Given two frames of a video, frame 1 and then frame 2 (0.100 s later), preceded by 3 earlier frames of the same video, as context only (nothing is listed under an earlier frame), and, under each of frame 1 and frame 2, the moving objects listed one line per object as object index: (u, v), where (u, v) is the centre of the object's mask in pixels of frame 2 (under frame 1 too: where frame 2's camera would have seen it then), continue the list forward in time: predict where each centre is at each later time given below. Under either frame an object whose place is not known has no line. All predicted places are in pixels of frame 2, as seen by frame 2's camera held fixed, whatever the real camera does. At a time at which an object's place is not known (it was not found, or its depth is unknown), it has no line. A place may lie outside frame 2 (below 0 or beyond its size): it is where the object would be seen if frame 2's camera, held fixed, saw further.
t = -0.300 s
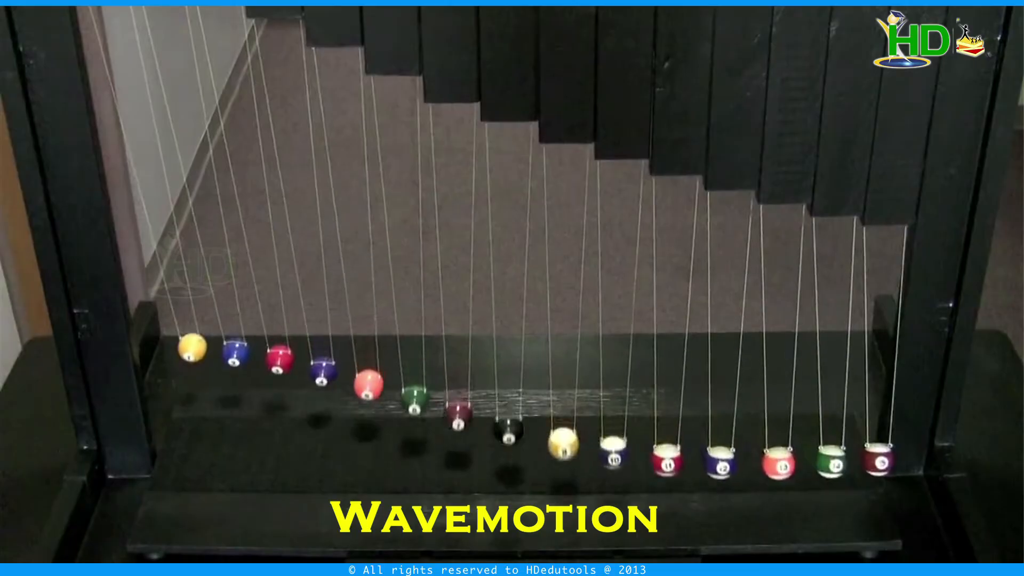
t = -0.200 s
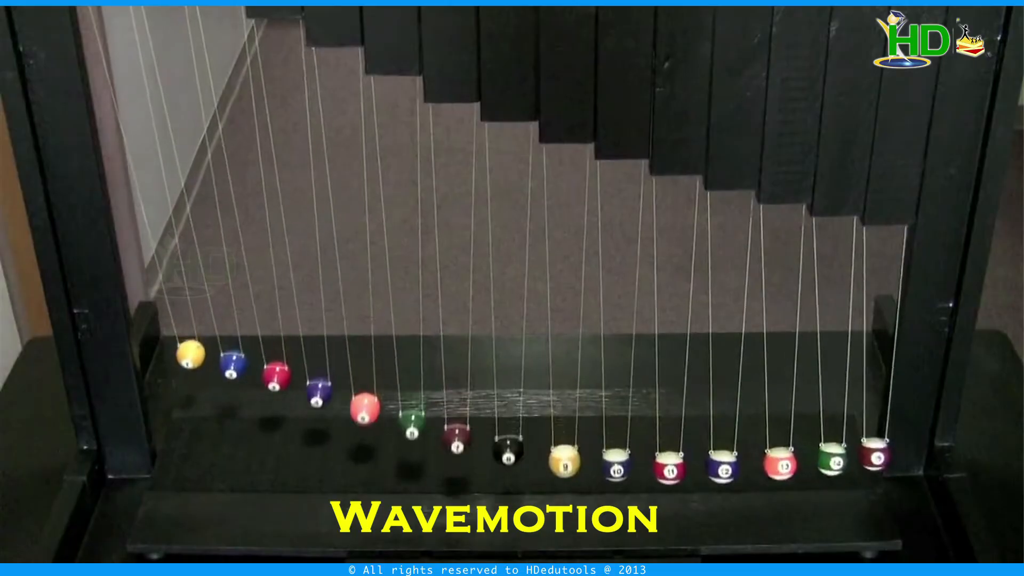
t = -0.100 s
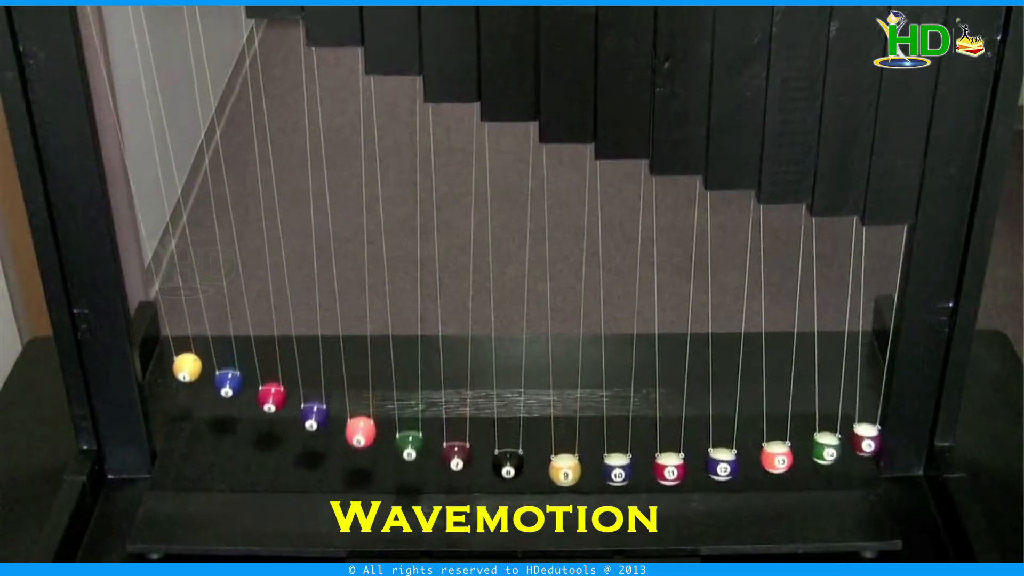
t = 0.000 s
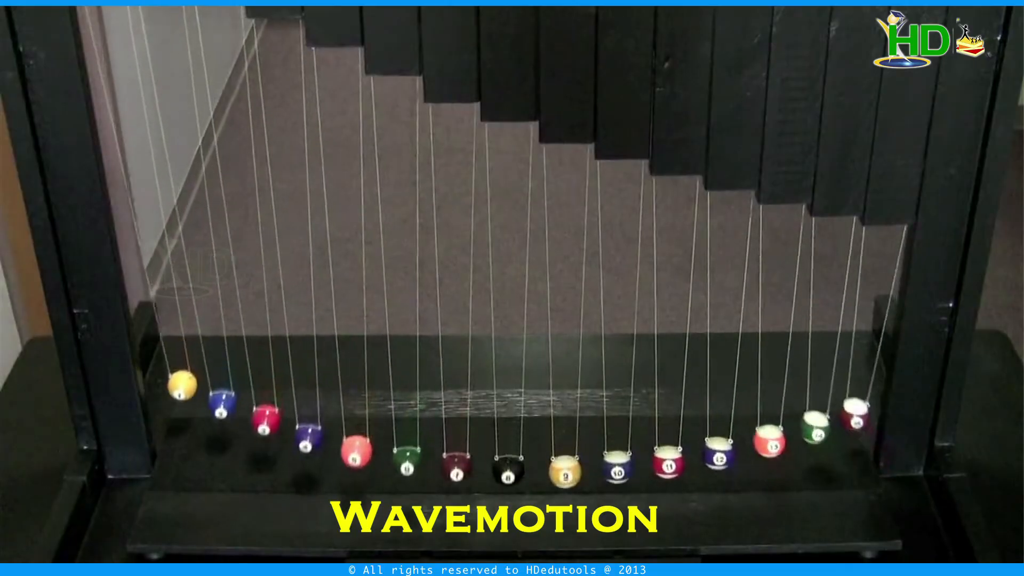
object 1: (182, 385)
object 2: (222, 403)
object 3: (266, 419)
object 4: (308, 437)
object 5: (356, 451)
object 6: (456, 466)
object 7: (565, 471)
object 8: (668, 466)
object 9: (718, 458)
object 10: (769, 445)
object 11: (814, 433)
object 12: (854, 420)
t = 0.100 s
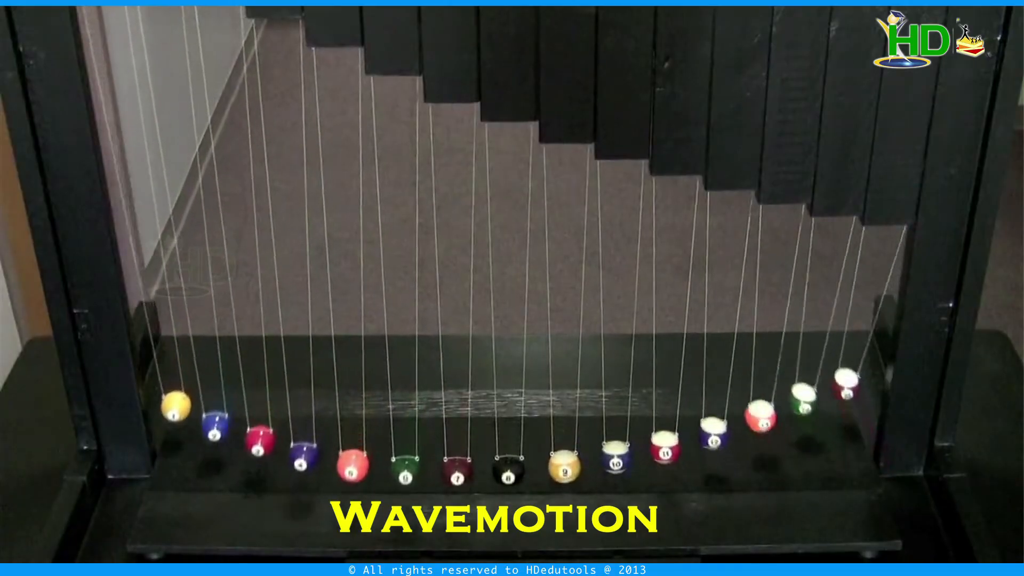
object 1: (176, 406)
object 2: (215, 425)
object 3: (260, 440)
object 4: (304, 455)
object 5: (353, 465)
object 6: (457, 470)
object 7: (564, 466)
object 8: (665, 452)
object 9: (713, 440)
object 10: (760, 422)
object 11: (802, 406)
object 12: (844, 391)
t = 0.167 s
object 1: (171, 420)
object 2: (210, 439)
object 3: (256, 452)
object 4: (302, 465)
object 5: (351, 471)
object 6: (458, 469)
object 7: (563, 458)
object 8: (662, 437)
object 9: (710, 423)
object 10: (754, 403)
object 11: (794, 387)
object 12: (840, 373)
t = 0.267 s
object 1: (164, 440)
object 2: (204, 457)
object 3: (252, 466)
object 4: (299, 474)
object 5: (350, 474)
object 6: (459, 463)
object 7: (562, 440)
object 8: (659, 410)
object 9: (704, 395)
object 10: (747, 374)
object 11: (783, 363)
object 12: (836, 355)
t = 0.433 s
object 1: (153, 466)
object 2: (197, 476)
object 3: (248, 476)
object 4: (299, 476)
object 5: (353, 465)
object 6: (462, 438)
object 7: (560, 397)
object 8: (654, 366)
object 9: (699, 358)
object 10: (741, 350)
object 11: (777, 355)
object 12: (836, 362)
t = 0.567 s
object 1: (148, 478)
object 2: (196, 479)
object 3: (249, 473)
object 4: (304, 464)
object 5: (358, 445)
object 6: (463, 407)
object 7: (559, 364)
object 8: (653, 349)
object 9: (697, 354)
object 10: (743, 363)
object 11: (782, 380)
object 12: (844, 397)
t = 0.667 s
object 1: (147, 480)
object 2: (198, 476)
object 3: (253, 463)
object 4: (309, 447)
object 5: (363, 425)
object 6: (463, 381)
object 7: (559, 349)
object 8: (653, 354)
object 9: (699, 370)
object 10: (747, 388)
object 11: (793, 409)
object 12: (854, 426)
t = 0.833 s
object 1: (152, 470)
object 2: (207, 456)
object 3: (262, 434)
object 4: (319, 412)
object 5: (369, 386)
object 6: (462, 353)
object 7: (559, 351)
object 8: (656, 391)
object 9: (706, 415)
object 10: (762, 435)
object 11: (817, 450)
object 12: (872, 457)
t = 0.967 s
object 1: (159, 453)
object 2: (216, 432)
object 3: (270, 406)
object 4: (323, 382)
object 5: (372, 360)
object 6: (461, 349)
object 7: (560, 376)
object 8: (660, 429)
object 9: (714, 449)
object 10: (775, 459)
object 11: (833, 463)
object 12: (879, 463)
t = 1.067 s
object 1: (167, 435)
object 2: (223, 410)
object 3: (275, 384)
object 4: (326, 364)
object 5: (373, 349)
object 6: (459, 359)
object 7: (561, 403)
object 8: (664, 452)
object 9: (720, 464)
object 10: (781, 466)
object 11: (837, 465)
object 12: (877, 460)
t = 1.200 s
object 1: (176, 408)
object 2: (230, 382)
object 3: (280, 361)
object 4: (327, 349)
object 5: (373, 349)
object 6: (458, 385)
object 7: (563, 438)
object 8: (669, 469)
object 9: (723, 471)
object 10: (781, 465)
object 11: (830, 456)
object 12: (865, 444)
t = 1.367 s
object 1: (186, 375)
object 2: (235, 356)
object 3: (282, 348)
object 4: (325, 354)
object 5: (370, 372)
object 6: (457, 425)
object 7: (564, 466)
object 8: (670, 471)
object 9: (721, 463)
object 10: (769, 446)
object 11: (806, 424)
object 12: (846, 401)
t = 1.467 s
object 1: (190, 359)
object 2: (237, 349)
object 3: (281, 350)
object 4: (323, 367)
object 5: (367, 394)
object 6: (457, 446)
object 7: (564, 471)
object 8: (668, 463)
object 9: (716, 448)
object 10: (759, 421)
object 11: (792, 397)
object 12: (839, 374)
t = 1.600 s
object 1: (192, 348)
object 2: (235, 352)
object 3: (278, 366)
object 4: (318, 395)
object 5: (361, 425)
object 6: (458, 464)
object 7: (564, 468)
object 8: (663, 438)
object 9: (708, 414)
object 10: (748, 383)
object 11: (778, 364)
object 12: (833, 353)
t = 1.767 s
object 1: (190, 352)
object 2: (229, 372)
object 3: (271, 400)
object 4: (309, 433)
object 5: (354, 457)
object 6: (460, 470)
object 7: (562, 445)
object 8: (656, 392)
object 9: (701, 370)
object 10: (740, 352)
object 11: (775, 355)
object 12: (837, 369)
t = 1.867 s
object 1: (187, 363)
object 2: (224, 392)
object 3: (265, 422)
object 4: (305, 452)
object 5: (352, 469)
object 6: (461, 465)
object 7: (561, 421)
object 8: (654, 367)
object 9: (698, 355)
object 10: (740, 354)
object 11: (781, 373)
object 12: (845, 397)
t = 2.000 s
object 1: (181, 386)
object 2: (216, 421)
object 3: (257, 449)
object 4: (301, 470)
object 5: (351, 474)
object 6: (463, 448)
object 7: (560, 385)
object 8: (652, 349)
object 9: (698, 358)
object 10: (745, 379)
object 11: (797, 410)
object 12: (858, 433)
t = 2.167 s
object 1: (170, 421)
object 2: (205, 454)
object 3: (250, 470)
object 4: (299, 477)
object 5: (354, 465)
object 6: (463, 412)
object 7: (559, 352)
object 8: (653, 364)
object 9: (703, 395)
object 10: (760, 427)
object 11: (822, 449)
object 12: (876, 459)
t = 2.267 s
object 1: (163, 441)
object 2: (200, 468)
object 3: (248, 476)
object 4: (302, 474)
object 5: (358, 450)
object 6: (462, 386)
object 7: (559, 346)
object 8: (655, 388)
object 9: (708, 424)
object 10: (770, 450)
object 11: (833, 461)
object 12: (879, 463)
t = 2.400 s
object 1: (154, 463)
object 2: (196, 478)
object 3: (249, 474)
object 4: (308, 457)
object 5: (363, 423)
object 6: (461, 360)
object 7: (560, 358)
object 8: (660, 427)
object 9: (716, 454)
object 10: (780, 465)
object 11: (836, 464)
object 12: (873, 457)
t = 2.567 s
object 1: (148, 478)
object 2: (198, 476)
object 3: (256, 457)
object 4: (316, 424)
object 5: (369, 385)
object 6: (458, 349)
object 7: (561, 397)
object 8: (667, 462)
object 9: (724, 470)
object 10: (781, 465)
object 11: (821, 452)
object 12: (855, 430)
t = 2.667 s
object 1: (147, 479)
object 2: (203, 468)
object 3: (262, 439)
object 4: (320, 402)
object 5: (372, 365)
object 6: (457, 356)
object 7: (562, 424)
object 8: (670, 471)
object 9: (724, 470)
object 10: (774, 456)
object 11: (806, 432)
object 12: (845, 402)
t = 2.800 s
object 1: (151, 473)
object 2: (212, 447)
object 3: (270, 411)
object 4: (325, 373)
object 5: (373, 349)
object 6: (457, 381)
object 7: (563, 453)
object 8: (670, 471)
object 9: (719, 459)
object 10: (761, 430)
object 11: (788, 396)
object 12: (837, 366)
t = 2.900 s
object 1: (157, 462)
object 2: (218, 428)
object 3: (274, 389)
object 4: (326, 357)
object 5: (373, 348)
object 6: (457, 405)
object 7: (564, 466)
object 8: (668, 463)
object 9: (714, 442)
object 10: (751, 402)
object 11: (780, 371)
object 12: (835, 354)
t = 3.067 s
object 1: (168, 434)
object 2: (228, 393)
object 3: (280, 359)
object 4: (326, 349)
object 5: (370, 367)
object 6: (458, 443)
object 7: (564, 470)
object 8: (661, 433)
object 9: (704, 397)
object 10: (742, 360)
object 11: (777, 354)
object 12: (838, 369)
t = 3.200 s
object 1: (177, 407)
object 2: (233, 368)
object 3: (282, 348)
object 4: (323, 359)
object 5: (366, 395)
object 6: (461, 462)
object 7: (563, 460)
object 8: (656, 395)
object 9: (699, 365)
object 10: (740, 352)
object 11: (786, 373)
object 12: (850, 408)
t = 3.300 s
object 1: (183, 386)
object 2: (235, 355)
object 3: (281, 349)
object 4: (320, 376)
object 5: (362, 419)
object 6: (462, 469)
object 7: (562, 443)
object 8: (654, 369)
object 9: (697, 354)
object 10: (743, 364)
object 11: (798, 401)
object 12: (859, 434)
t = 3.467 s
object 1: (189, 359)
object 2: (235, 350)
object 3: (277, 369)
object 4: (314, 414)
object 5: (356, 453)
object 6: (463, 466)
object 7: (561, 401)
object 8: (653, 349)
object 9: (699, 369)
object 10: (755, 409)
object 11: (819, 444)
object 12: (874, 459)
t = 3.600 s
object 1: (191, 348)
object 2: (232, 360)
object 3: (272, 395)
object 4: (308, 443)
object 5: (352, 469)
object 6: (464, 451)
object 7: (560, 368)
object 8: (653, 362)
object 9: (705, 405)
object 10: (768, 444)
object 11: (830, 461)
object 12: (876, 462)
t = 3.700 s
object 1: (191, 349)
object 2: (228, 376)
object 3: (266, 418)
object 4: (304, 459)
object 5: (351, 474)
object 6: (463, 432)
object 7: (560, 351)
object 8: (655, 386)
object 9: (710, 432)
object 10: (776, 459)
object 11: (832, 465)
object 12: (872, 458)
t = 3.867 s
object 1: (187, 364)
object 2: (218, 410)
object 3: (257, 451)
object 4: (302, 475)
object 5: (353, 467)
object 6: (461, 391)
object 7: (560, 350)
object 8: (661, 433)
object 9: (720, 463)
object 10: (781, 467)
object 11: (819, 456)
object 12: (855, 430)
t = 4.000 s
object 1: (180, 388)
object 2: (210, 438)
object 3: (251, 468)
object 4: (302, 475)
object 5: (358, 449)
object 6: (459, 363)
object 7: (560, 374)
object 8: (667, 460)
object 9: (724, 471)
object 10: (775, 460)
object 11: (803, 432)
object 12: (842, 392)
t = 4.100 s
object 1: (174, 408)
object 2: (204, 456)
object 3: (249, 474)
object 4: (305, 471)
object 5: (362, 429)
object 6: (457, 351)
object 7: (561, 399)
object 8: (670, 470)
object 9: (723, 469)
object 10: (766, 445)
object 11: (791, 405)
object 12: (838, 367)
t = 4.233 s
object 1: (165, 436)
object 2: (199, 473)
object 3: (249, 474)
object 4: (311, 450)
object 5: (367, 399)
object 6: (457, 351)
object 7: (562, 435)
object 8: (670, 471)
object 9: (717, 455)
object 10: (754, 412)
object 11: (783, 370)
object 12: (835, 353)
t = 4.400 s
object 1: (154, 463)
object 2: (198, 479)
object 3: (255, 459)
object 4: (318, 414)
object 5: (371, 364)
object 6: (457, 377)
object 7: (563, 464)
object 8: (666, 455)
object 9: (707, 416)
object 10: (744, 367)
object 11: (783, 353)
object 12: (842, 378)
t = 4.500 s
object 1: (150, 474)
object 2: (200, 476)
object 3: (260, 443)
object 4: (321, 392)
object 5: (372, 352)
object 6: (457, 401)
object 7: (564, 470)
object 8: (661, 435)
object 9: (702, 389)
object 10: (741, 353)
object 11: (788, 366)
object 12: (849, 407)
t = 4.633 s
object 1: (148, 479)
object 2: (207, 462)
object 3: (268, 416)
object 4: (324, 366)
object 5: (372, 349)
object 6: (460, 432)
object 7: (564, 468)
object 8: (656, 399)
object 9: (698, 360)
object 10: (743, 359)
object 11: (799, 401)
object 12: (861, 441)
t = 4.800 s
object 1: (152, 472)
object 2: (217, 432)
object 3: (276, 380)
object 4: (325, 350)
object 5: (370, 368)
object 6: (462, 460)
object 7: (563, 447)
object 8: (652, 359)
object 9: (698, 358)
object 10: (753, 399)
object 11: (815, 445)
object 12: (873, 461)
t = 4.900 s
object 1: (157, 461)
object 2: (223, 411)
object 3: (279, 363)
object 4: (324, 350)
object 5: (367, 389)
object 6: (463, 468)
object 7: (562, 425)
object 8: (652, 350)
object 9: (700, 375)
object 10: (761, 428)
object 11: (823, 459)
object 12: (875, 462)
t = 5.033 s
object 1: (166, 439)
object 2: (230, 382)
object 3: (281, 349)
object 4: (321, 366)
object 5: (362, 420)
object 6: (464, 469)
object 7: (561, 389)
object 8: (653, 362)
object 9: (707, 413)
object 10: (773, 455)
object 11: (825, 465)
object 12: (868, 454)
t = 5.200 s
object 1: (178, 406)
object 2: (234, 357)
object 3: (280, 353)
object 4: (316, 400)
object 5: (356, 454)
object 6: (463, 454)
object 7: (560, 354)
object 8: (658, 403)
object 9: (716, 453)
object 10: (779, 467)
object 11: (817, 456)
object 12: (853, 421)
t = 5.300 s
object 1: (183, 386)
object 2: (234, 350)
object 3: (278, 365)
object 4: (312, 424)
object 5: (353, 467)
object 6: (462, 436)
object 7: (559, 346)
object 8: (661, 431)
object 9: (721, 466)
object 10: (777, 465)
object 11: (808, 438)
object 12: (845, 392)
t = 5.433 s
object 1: (188, 363)
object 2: (233, 352)
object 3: (272, 391)
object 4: (307, 450)
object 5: (352, 474)
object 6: (459, 406)
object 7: (559, 356)
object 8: (666, 459)
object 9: (723, 471)
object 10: (768, 450)
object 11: (797, 403)
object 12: (838, 361)
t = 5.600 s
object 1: (191, 349)
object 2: (227, 372)
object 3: (263, 427)
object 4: (303, 471)
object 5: (354, 466)
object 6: (457, 367)
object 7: (560, 393)
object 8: (670, 472)
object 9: (719, 460)
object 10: (754, 411)
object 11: (787, 361)
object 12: (838, 357)
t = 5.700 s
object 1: (190, 349)
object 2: (223, 392)
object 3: (258, 447)
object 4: (302, 476)
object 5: (357, 454)
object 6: (456, 353)
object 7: (561, 421)
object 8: (669, 470)
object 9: (713, 443)
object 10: (748, 383)
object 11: (785, 353)
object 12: (841, 379)
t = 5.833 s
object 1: (187, 361)
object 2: (215, 421)
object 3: (252, 466)
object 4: (304, 472)
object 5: (362, 428)
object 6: (456, 351)
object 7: (562, 451)
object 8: (666, 456)
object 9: (705, 408)
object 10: (744, 356)
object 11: (788, 367)
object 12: (850, 417)
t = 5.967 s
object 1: (182, 382)
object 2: (208, 447)
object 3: (249, 475)
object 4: (309, 458)
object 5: (367, 397)
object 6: (457, 367)
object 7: (564, 467)
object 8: (660, 428)
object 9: (700, 374)
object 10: (744, 355)
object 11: (796, 404)
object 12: (864, 447)
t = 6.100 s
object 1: (173, 409)
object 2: (202, 467)
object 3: (250, 474)
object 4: (315, 433)
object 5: (370, 369)
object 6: (459, 396)
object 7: (564, 470)
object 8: (655, 390)
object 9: (698, 354)
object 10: (749, 381)
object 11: (807, 439)
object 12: (873, 461)
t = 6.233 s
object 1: (164, 437)
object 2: (199, 478)
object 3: (254, 462)
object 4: (319, 404)
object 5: (372, 351)
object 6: (461, 428)
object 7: (564, 461)
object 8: (653, 360)
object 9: (699, 362)
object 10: (758, 420)
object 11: (819, 460)
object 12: (875, 461)
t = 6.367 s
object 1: (156, 459)
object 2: (200, 477)
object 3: (261, 441)
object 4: (322, 376)
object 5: (372, 349)
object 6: (463, 453)
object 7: (562, 438)
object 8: (652, 350)
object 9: (704, 393)
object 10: (769, 450)
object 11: (825, 465)
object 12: (867, 449)
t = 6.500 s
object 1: (150, 474)
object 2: (205, 468)
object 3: (269, 412)
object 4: (323, 356)
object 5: (370, 364)
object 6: (465, 467)
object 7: (561, 405)
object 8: (654, 367)
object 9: (710, 431)
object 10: (777, 465)
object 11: (823, 459)
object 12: (854, 421)
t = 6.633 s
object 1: (149, 479)
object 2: (213, 448)
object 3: (275, 384)
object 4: (323, 350)
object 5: (366, 391)
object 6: (464, 469)
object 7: (560, 371)
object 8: (658, 401)
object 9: (717, 457)
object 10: (777, 466)
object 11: (812, 437)
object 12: (843, 384)
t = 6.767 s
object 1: (152, 474)
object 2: (221, 422)
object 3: (279, 361)
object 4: (321, 359)
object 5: (362, 422)
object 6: (462, 461)
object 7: (559, 350)
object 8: (662, 438)
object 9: (722, 469)
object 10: (771, 455)
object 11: (799, 403)
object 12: (837, 357)
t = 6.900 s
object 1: (158, 460)
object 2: (227, 393)
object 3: (281, 349)
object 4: (318, 382)
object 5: (357, 449)
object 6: (461, 440)
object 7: (559, 349)
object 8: (667, 463)
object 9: (721, 469)
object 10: (760, 429)
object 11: (791, 368)
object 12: (834, 358)
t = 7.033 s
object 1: (167, 439)
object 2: (232, 369)
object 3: (280, 351)
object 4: (315, 412)
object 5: (354, 467)
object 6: (458, 409)
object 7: (559, 371)
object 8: (670, 471)
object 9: (716, 456)
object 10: (751, 392)
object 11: (783, 354)
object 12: (840, 388)
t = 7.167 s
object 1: (176, 412)
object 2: (233, 353)
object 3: (276, 368)
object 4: (310, 440)
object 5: (352, 473)
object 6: (457, 377)
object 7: (560, 406)
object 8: (669, 468)
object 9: (710, 428)
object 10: (745, 361)
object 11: (784, 370)
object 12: (853, 426)
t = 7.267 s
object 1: (181, 391)
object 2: (233, 350)
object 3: (273, 387)
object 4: (307, 457)
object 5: (353, 471)
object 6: (456, 359)
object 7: (561, 432)
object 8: (666, 457)
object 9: (704, 400)
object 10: (743, 352)
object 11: (789, 395)
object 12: (864, 447)
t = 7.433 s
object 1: (188, 363)
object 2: (230, 360)
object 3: (265, 423)
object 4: (304, 473)
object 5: (358, 452)
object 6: (457, 350)
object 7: (563, 462)
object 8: (659, 421)
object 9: (699, 362)
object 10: (746, 373)
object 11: (806, 440)
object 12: (876, 462)
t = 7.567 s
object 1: (190, 350)
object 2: (225, 382)
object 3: (257, 449)
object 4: (304, 475)
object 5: (362, 427)
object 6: (459, 363)
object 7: (564, 471)
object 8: (655, 383)
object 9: (698, 355)
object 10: (754, 410)
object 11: (822, 460)
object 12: (875, 459)
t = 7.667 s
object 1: (190, 348)
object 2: (220, 402)
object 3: (253, 463)
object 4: (306, 470)
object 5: (366, 404)
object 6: (460, 384)
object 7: (565, 469)
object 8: (654, 361)
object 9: (701, 368)
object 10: (762, 437)
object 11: (830, 464)
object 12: (869, 449)
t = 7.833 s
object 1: (186, 361)
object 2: (211, 438)
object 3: (249, 475)
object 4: (311, 444)
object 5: (370, 368)
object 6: (462, 423)
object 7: (563, 449)
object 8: (653, 352)
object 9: (706, 411)
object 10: (775, 463)
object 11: (828, 458)
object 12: (853, 411)
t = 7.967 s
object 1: (181, 383)
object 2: (205, 460)
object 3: (250, 473)
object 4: (316, 416)
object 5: (372, 351)
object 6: (463, 450)
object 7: (562, 420)
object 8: (655, 373)
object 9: (713, 445)
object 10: (778, 467)
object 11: (815, 436)
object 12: (840, 375)
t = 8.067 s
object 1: (175, 403)
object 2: (202, 472)
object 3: (254, 464)
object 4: (319, 394)
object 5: (372, 349)
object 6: (464, 463)
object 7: (561, 393)
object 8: (657, 399)
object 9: (717, 461)
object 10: (776, 462)
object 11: (803, 411)
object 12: (835, 357)
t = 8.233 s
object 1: (164, 438)
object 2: (200, 479)
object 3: (262, 438)
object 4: (322, 362)
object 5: (370, 365)
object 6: (462, 469)
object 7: (559, 356)
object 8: (663, 444)
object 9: (722, 470)
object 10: (764, 436)
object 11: (785, 367)
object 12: (836, 363)
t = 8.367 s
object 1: (156, 460)
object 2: (203, 473)
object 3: (270, 410)
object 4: (323, 350)
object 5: (366, 392)
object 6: (460, 462)
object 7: (558, 347)
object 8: (667, 465)
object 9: (720, 464)
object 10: (754, 400)
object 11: (778, 355)
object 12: (844, 398)
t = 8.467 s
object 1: (152, 471)
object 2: (208, 461)
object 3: (274, 389)
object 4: (322, 350)
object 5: (363, 416)
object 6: (459, 449)
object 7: (559, 355)
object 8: (669, 471)
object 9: (716, 450)
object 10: (748, 374)
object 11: (779, 364)
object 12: (854, 425)
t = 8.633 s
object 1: (149, 479)
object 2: (217, 433)
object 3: (279, 360)
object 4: (320, 371)
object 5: (357, 450)
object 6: (458, 415)
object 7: (560, 390)
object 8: (667, 466)
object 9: (706, 410)
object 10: (743, 353)
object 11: (792, 406)
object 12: (872, 456)
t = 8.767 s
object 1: (152, 474)
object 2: (224, 404)
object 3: (280, 349)
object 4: (317, 399)
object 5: (354, 467)
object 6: (457, 381)
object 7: (561, 426)
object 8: (664, 447)
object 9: (701, 375)
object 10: (744, 367)
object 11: (810, 441)
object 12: (878, 462)
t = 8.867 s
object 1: (157, 464)
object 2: (228, 384)
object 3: (280, 350)
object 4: (314, 422)
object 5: (353, 473)
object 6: (457, 363)
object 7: (563, 448)
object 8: (660, 423)
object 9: (699, 358)
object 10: (748, 392)
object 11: (824, 457)
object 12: (876, 459)
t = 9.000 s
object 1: (165, 444)
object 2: (231, 362)
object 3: (277, 365)
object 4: (309, 449)
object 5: (353, 470)
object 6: (458, 350)
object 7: (564, 466)
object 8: (656, 385)
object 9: (698, 358)
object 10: (759, 430)
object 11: (835, 464)
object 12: (865, 444)
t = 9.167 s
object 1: (176, 411)
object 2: (232, 350)
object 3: (271, 396)
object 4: (305, 470)
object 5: (358, 451)
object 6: (461, 361)
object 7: (565, 469)
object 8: (653, 354)
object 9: (703, 392)
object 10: (774, 460)
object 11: (829, 457)
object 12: (845, 402)
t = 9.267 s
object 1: (181, 390)
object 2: (230, 353)
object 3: (266, 418)
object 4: (304, 475)
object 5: (361, 433)
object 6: (462, 379)
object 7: (564, 462)
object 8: (653, 352)
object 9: (707, 420)
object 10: (779, 466)
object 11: (817, 442)
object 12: (838, 375)
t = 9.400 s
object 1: (187, 367)
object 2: (227, 367)
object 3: (259, 445)
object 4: (305, 473)
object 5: (366, 403)
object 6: (463, 411)
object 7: (563, 441)
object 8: (654, 371)
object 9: (714, 451)
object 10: (779, 464)
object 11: (800, 412)
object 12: (835, 354)
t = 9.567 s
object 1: (189, 352)
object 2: (223, 392)
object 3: (252, 468)
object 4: (309, 454)
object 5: (370, 372)
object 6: (463, 444)
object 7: (561, 406)
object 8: (659, 424)
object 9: (721, 468)
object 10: (768, 438)
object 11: (783, 368)
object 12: (839, 370)
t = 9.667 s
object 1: (186, 367)
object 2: (232, 365)
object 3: (256, 456)
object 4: (304, 468)
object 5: (366, 405)
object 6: (460, 416)
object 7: (563, 442)
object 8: (656, 395)
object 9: (721, 465)
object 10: (771, 453)
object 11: (792, 386)
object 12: (846, 384)
